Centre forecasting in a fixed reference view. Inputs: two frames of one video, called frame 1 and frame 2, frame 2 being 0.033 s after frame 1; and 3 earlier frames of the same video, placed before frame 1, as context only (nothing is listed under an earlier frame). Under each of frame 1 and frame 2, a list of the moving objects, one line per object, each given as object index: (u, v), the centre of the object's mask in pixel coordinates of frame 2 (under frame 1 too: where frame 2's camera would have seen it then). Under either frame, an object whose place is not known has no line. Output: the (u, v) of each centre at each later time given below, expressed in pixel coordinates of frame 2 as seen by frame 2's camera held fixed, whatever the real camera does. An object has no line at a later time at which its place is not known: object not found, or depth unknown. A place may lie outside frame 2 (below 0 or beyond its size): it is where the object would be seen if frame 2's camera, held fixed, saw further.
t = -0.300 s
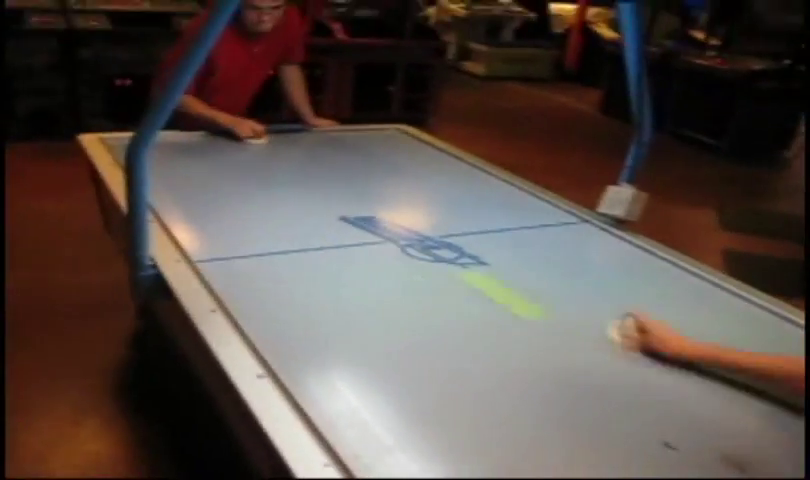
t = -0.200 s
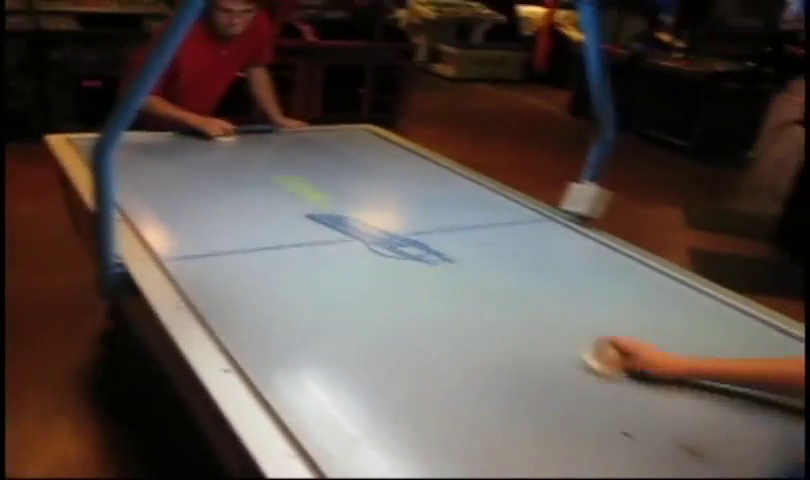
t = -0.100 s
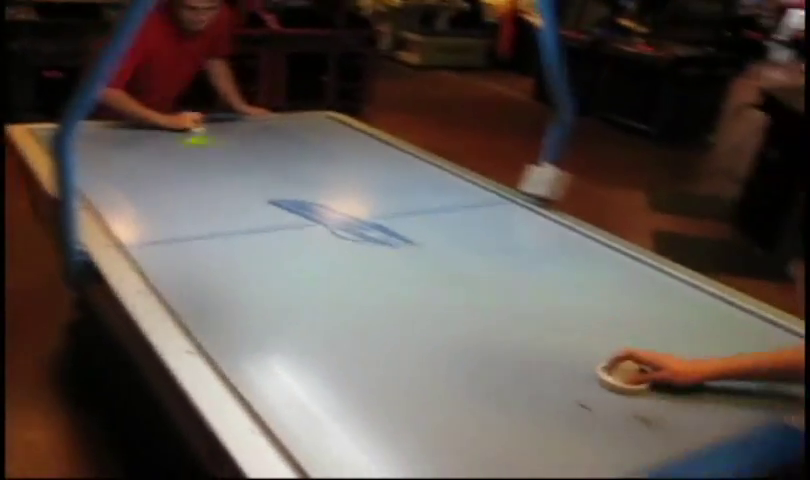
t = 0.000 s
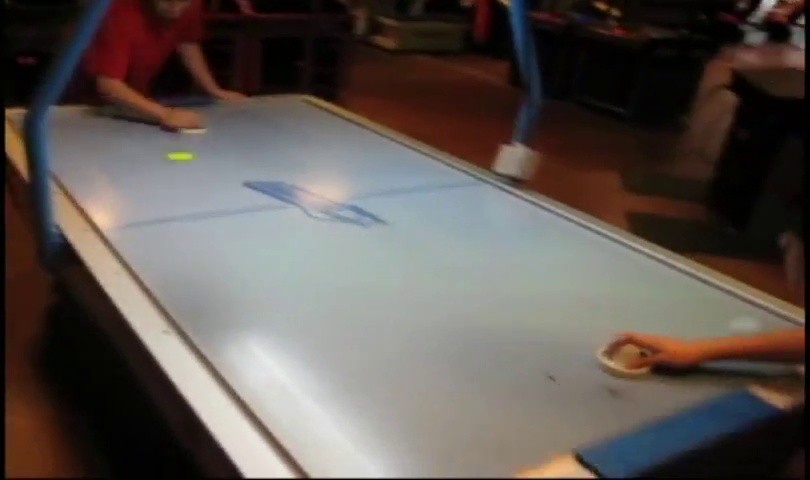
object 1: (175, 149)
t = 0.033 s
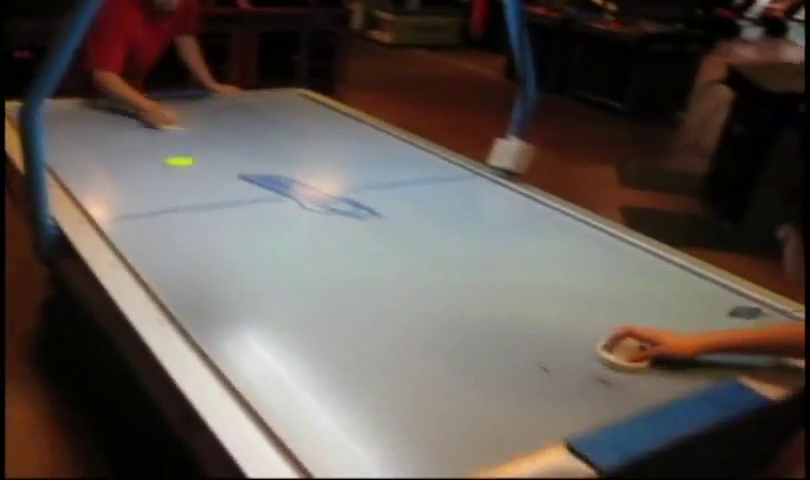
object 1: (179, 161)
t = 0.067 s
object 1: (182, 174)
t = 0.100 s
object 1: (186, 188)
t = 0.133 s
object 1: (190, 202)
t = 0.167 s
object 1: (195, 219)
